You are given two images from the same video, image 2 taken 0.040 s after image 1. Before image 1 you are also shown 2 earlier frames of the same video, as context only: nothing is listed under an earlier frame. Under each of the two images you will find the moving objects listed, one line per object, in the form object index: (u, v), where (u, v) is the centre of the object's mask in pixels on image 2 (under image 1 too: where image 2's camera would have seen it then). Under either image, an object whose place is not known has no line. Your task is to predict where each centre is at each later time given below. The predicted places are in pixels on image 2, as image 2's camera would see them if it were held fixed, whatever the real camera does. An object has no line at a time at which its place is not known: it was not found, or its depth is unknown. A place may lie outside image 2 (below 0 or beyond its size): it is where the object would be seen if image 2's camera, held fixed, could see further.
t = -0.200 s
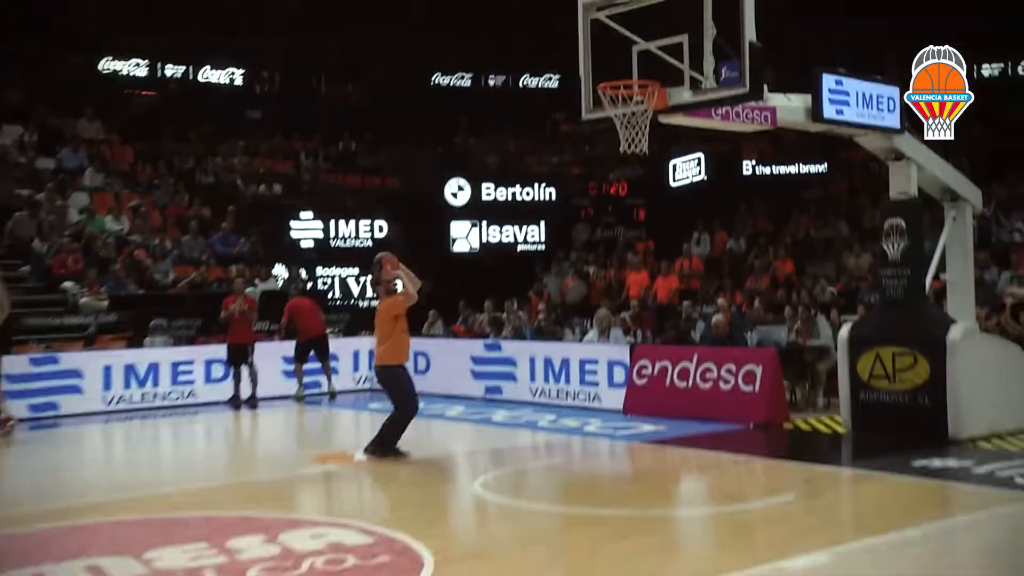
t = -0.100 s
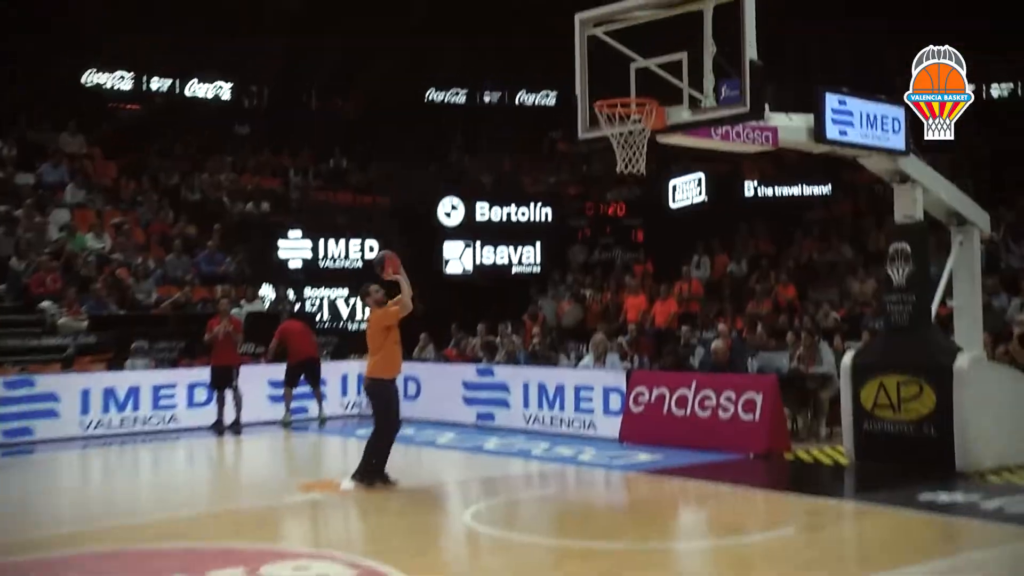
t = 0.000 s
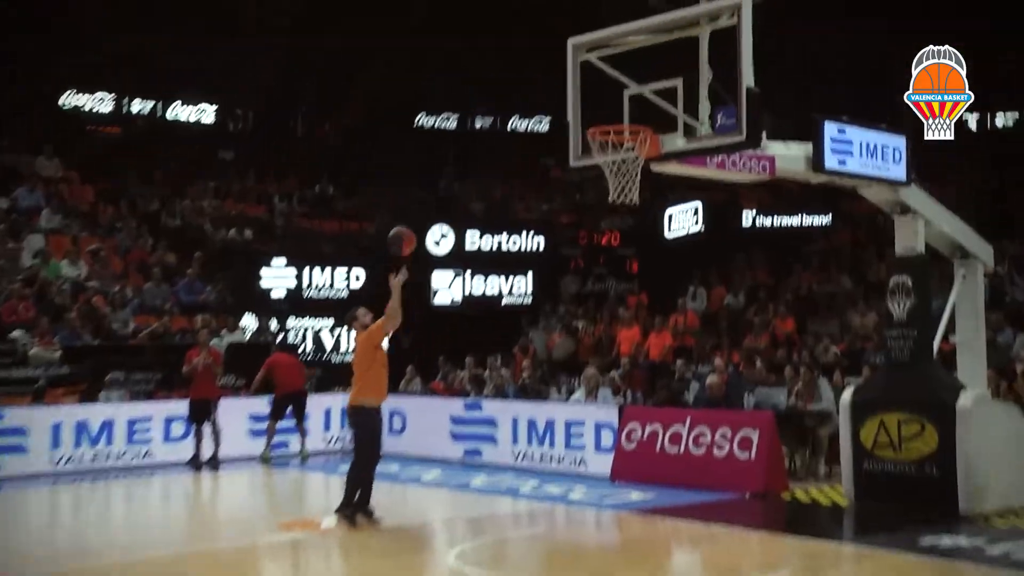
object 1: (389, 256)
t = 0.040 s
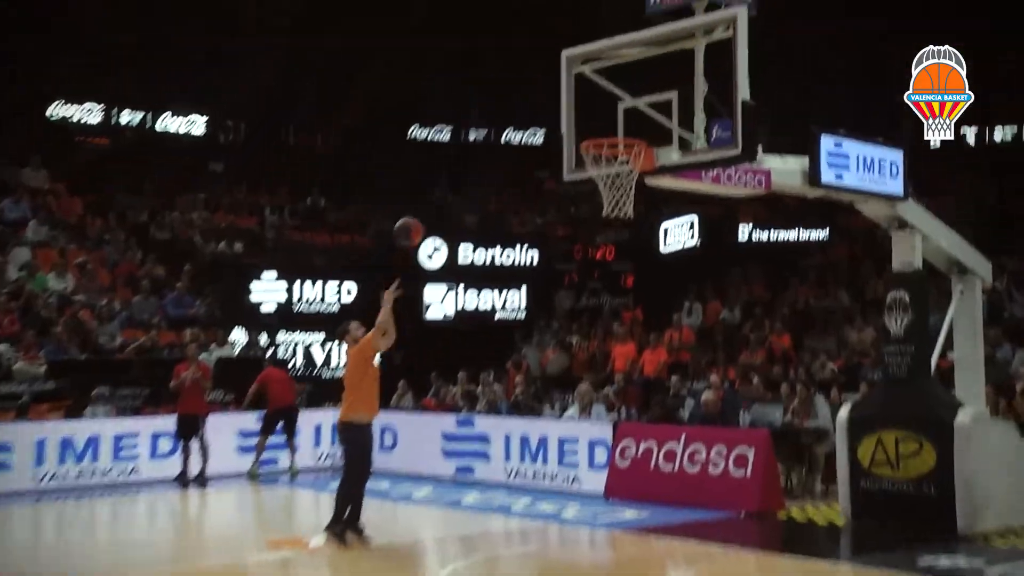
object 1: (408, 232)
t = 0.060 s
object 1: (418, 220)
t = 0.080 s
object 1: (426, 210)
